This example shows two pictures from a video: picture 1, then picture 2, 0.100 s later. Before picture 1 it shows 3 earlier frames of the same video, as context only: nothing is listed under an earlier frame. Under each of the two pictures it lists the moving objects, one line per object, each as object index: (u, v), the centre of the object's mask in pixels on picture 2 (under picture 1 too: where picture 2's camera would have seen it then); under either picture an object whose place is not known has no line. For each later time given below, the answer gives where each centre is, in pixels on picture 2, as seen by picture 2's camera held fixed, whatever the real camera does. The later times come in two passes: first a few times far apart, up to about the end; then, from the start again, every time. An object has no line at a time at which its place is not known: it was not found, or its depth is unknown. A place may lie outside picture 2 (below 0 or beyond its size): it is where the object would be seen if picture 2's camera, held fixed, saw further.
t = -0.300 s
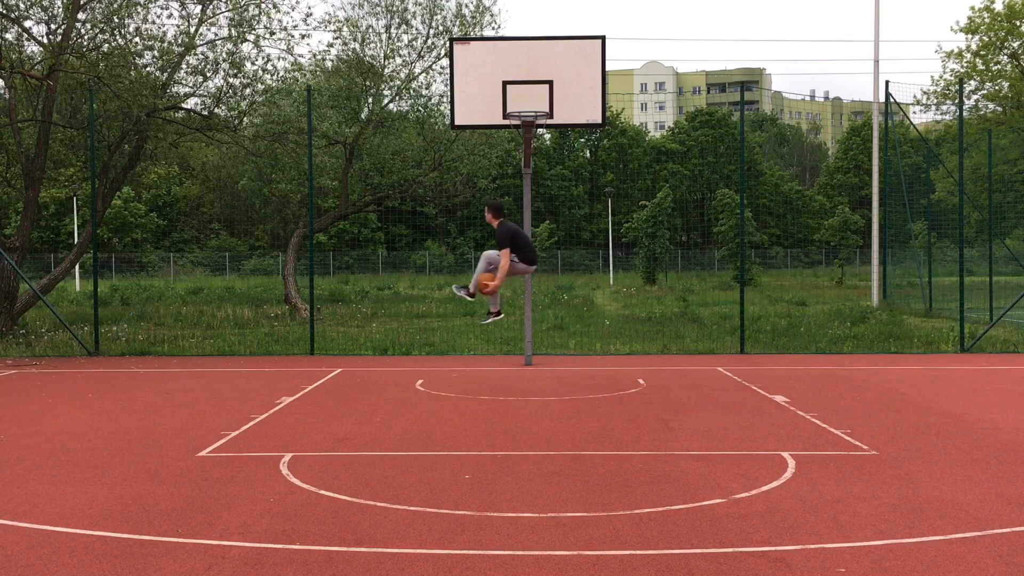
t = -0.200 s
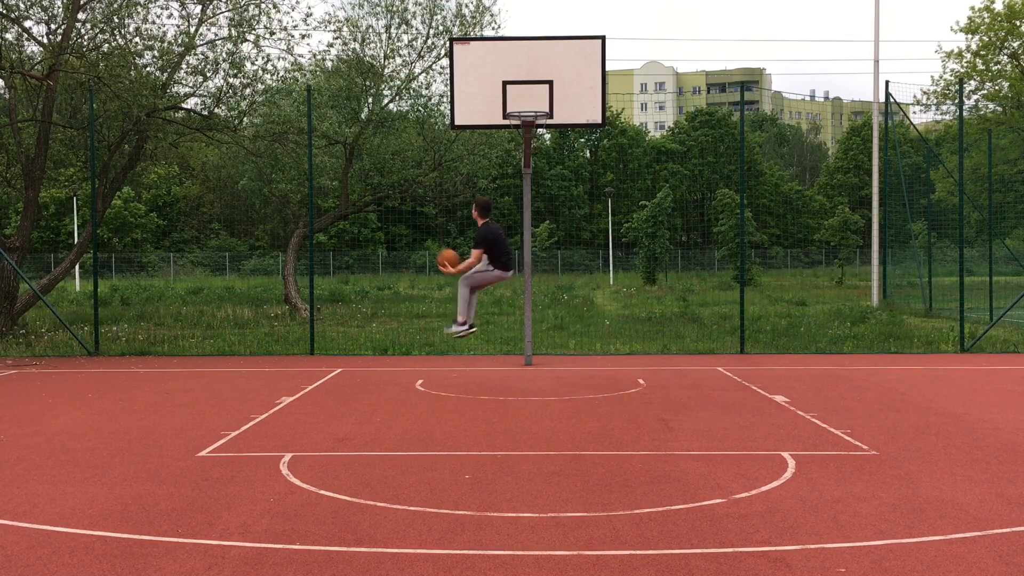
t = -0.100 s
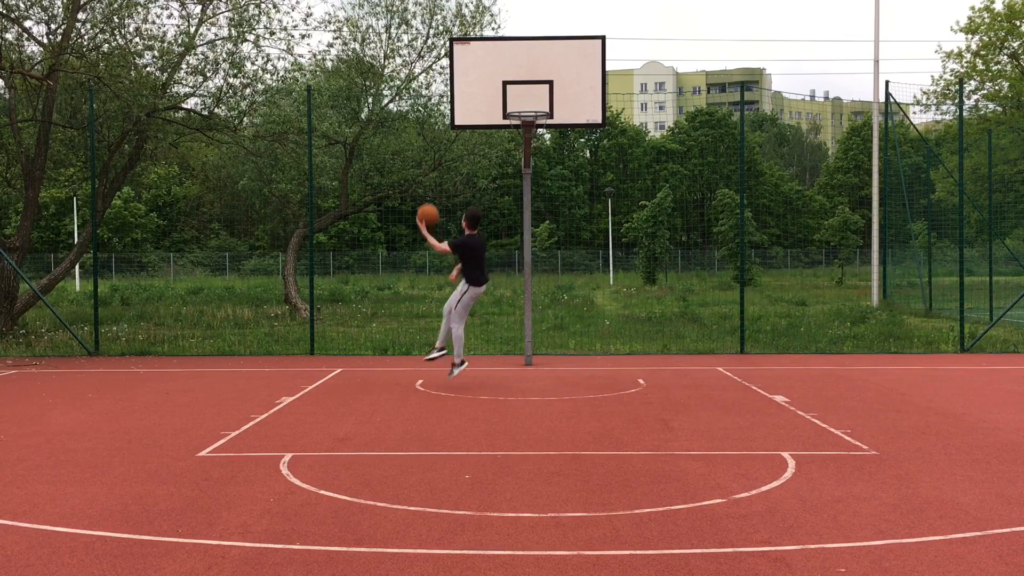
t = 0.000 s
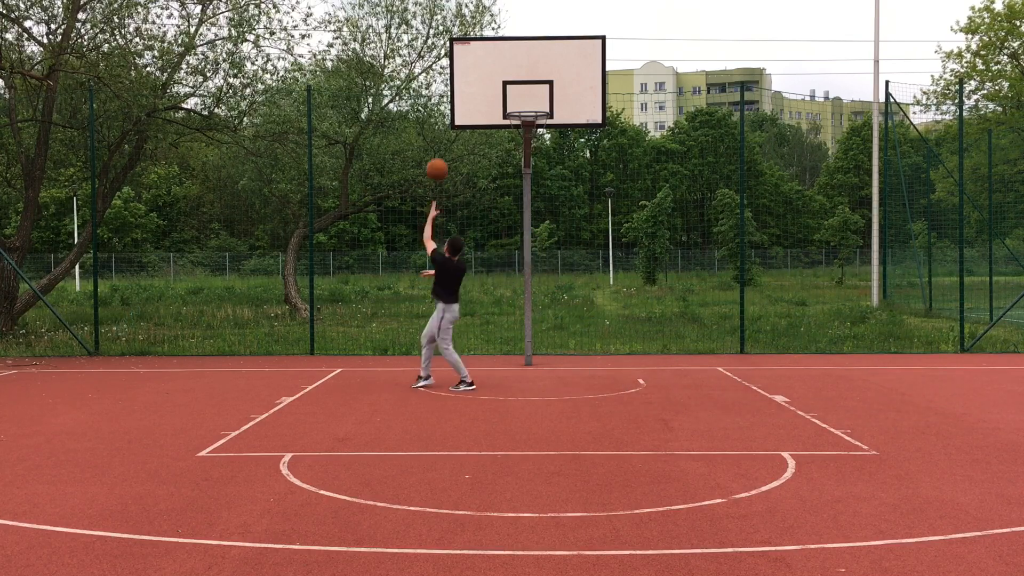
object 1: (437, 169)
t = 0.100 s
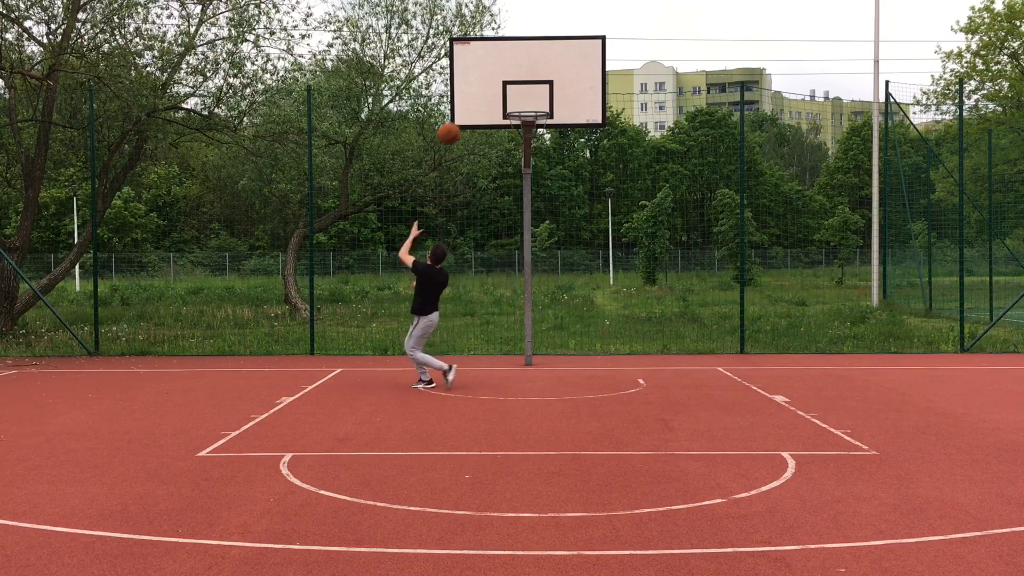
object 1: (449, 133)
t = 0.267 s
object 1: (469, 93)
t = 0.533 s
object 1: (501, 80)
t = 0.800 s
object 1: (533, 128)
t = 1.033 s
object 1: (541, 147)
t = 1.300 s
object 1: (550, 206)
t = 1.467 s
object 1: (556, 272)
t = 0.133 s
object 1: (453, 123)
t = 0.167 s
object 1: (457, 114)
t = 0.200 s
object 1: (461, 106)
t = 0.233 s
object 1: (465, 99)
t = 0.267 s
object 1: (469, 93)
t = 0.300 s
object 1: (473, 88)
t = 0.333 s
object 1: (477, 84)
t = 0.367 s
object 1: (481, 81)
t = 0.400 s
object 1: (485, 78)
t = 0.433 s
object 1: (489, 77)
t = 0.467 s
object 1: (493, 77)
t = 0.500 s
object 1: (497, 78)
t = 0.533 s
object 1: (501, 80)
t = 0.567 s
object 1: (505, 82)
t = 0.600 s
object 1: (509, 86)
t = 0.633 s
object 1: (513, 91)
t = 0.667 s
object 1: (517, 97)
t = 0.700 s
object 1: (521, 102)
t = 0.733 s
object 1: (525, 109)
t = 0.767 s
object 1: (529, 119)
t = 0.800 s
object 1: (533, 128)
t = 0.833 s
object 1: (535, 132)
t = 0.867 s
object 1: (537, 136)
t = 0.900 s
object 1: (537, 139)
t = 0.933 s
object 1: (538, 142)
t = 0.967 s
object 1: (539, 143)
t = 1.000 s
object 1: (540, 145)
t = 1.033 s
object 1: (541, 147)
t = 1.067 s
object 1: (542, 152)
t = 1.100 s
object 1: (543, 156)
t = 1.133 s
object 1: (544, 162)
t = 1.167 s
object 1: (545, 169)
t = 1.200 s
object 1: (546, 177)
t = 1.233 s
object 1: (547, 185)
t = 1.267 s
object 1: (549, 195)
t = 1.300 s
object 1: (550, 206)
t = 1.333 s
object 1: (551, 217)
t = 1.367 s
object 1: (552, 229)
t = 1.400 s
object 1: (553, 243)
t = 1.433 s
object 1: (555, 257)
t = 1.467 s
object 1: (556, 272)
